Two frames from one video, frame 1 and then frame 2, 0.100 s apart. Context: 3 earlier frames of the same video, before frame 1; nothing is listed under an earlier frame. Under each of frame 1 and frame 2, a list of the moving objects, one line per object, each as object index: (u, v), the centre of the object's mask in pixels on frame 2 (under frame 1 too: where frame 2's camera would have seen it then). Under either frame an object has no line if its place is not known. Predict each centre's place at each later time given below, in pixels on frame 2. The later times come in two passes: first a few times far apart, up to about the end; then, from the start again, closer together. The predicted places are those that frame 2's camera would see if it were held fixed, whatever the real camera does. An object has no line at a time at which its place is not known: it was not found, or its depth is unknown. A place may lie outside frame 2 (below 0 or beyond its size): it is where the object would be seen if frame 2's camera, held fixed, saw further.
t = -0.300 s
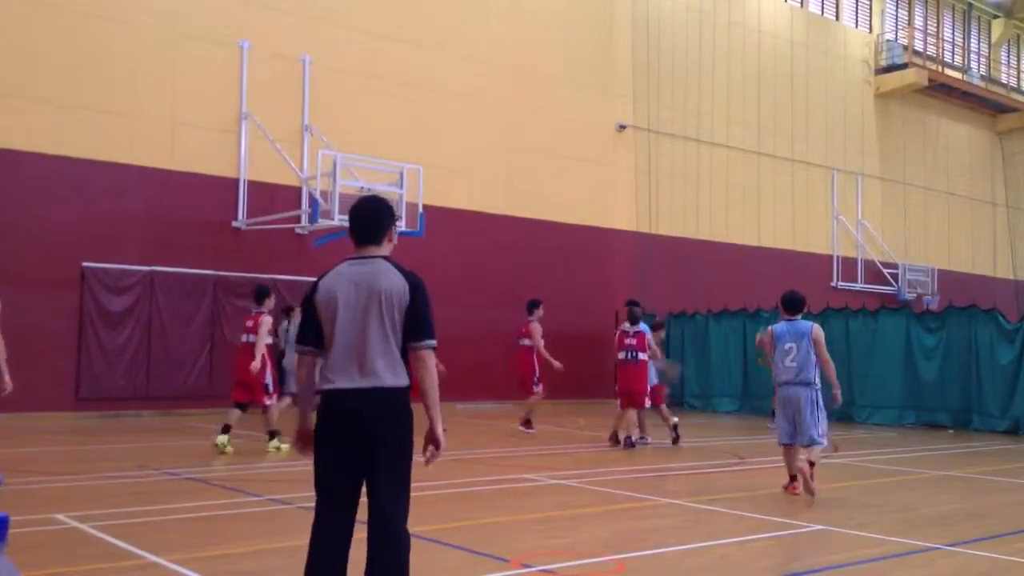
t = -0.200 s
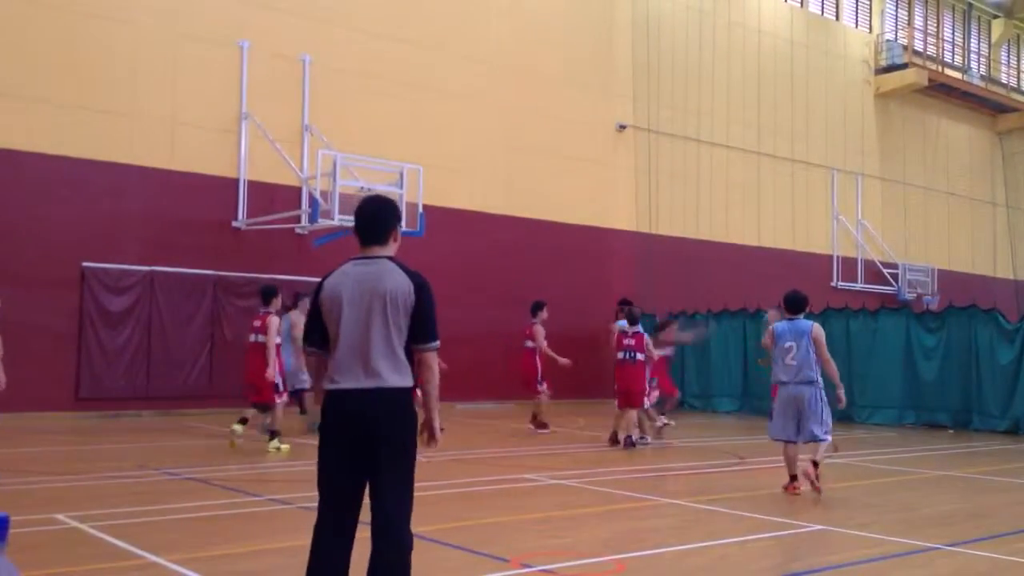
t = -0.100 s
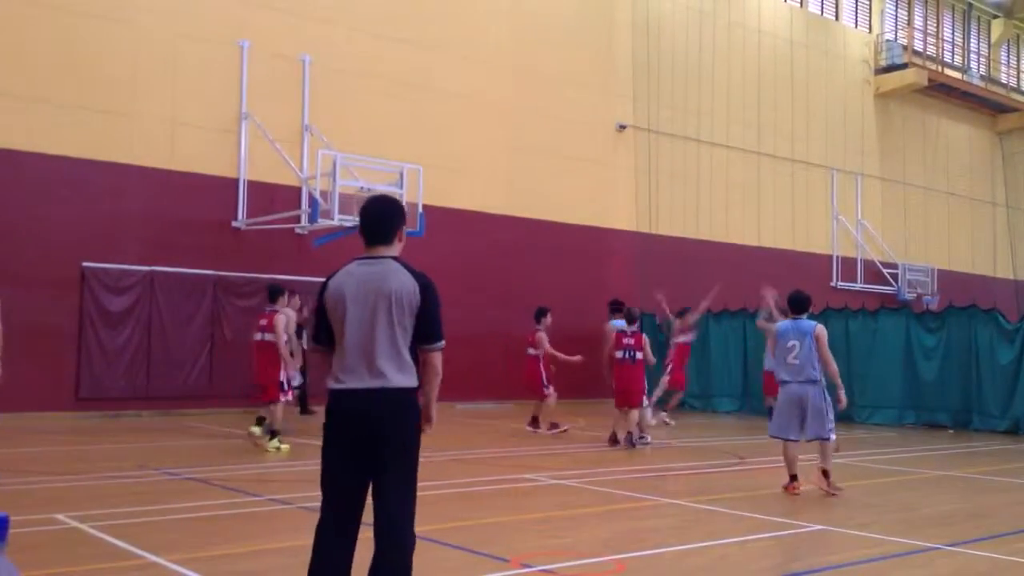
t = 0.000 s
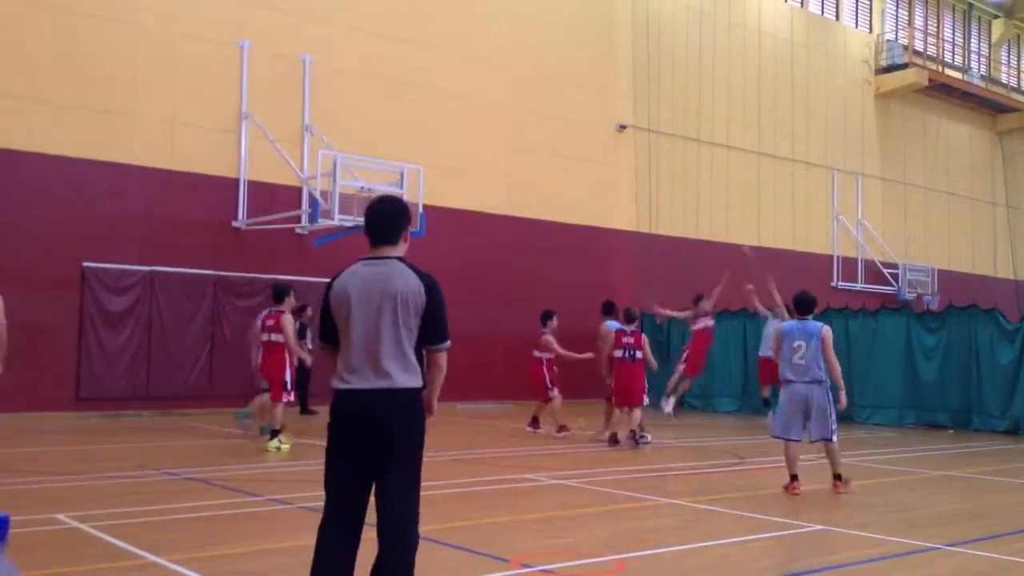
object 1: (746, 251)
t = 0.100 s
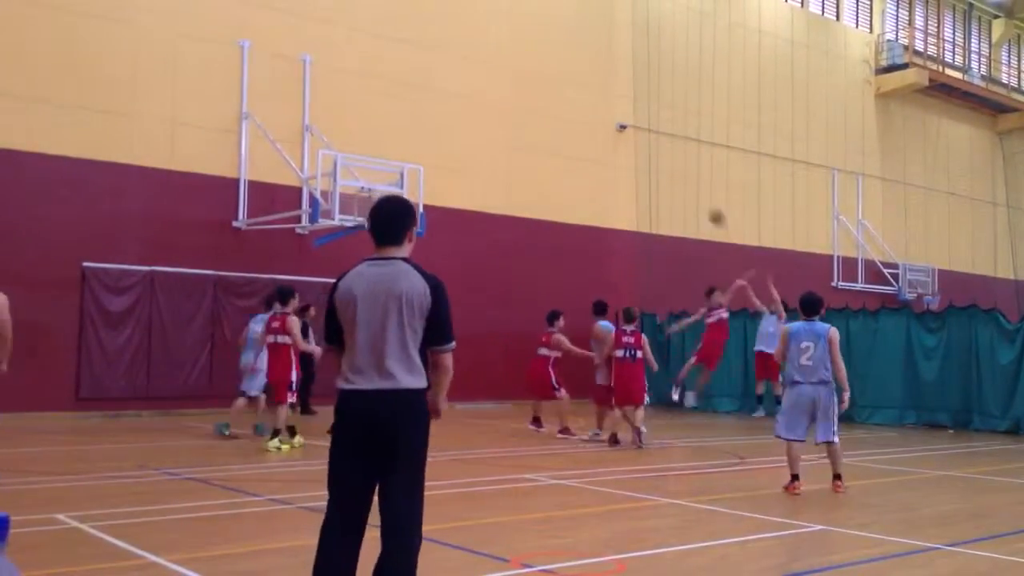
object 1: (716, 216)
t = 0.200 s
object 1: (687, 187)
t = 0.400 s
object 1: (630, 144)
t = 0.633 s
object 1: (564, 125)
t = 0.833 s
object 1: (506, 135)
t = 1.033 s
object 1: (446, 172)
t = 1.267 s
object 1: (427, 200)
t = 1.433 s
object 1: (466, 189)
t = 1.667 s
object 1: (521, 206)
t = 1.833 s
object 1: (560, 236)
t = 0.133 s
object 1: (707, 206)
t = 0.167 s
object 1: (697, 196)
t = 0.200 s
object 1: (687, 187)
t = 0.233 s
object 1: (678, 177)
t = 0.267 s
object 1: (669, 170)
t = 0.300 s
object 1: (658, 162)
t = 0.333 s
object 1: (649, 156)
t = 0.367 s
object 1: (640, 149)
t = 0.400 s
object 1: (630, 144)
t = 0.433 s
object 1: (621, 139)
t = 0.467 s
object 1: (612, 135)
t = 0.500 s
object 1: (602, 132)
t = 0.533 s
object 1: (592, 129)
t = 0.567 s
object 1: (583, 127)
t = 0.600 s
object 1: (573, 126)
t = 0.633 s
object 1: (564, 125)
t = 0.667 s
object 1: (554, 125)
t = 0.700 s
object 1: (545, 125)
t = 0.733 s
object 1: (535, 127)
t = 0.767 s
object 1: (525, 129)
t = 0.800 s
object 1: (516, 132)
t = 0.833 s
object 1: (506, 135)
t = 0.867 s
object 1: (496, 140)
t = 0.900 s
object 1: (487, 145)
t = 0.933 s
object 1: (476, 150)
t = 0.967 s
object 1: (467, 157)
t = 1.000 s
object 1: (456, 164)
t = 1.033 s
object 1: (446, 172)
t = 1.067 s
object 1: (436, 181)
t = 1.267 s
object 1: (427, 200)
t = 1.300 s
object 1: (434, 197)
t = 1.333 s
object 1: (443, 193)
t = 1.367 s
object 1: (450, 192)
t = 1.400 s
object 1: (458, 190)
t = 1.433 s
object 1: (466, 189)
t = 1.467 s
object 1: (475, 189)
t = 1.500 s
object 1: (482, 190)
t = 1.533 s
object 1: (490, 192)
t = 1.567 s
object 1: (497, 194)
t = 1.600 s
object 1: (505, 197)
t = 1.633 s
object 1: (513, 201)
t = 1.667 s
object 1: (521, 206)
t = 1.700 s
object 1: (529, 211)
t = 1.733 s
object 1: (538, 217)
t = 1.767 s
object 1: (546, 224)
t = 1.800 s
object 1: (553, 228)
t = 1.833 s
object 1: (560, 236)
